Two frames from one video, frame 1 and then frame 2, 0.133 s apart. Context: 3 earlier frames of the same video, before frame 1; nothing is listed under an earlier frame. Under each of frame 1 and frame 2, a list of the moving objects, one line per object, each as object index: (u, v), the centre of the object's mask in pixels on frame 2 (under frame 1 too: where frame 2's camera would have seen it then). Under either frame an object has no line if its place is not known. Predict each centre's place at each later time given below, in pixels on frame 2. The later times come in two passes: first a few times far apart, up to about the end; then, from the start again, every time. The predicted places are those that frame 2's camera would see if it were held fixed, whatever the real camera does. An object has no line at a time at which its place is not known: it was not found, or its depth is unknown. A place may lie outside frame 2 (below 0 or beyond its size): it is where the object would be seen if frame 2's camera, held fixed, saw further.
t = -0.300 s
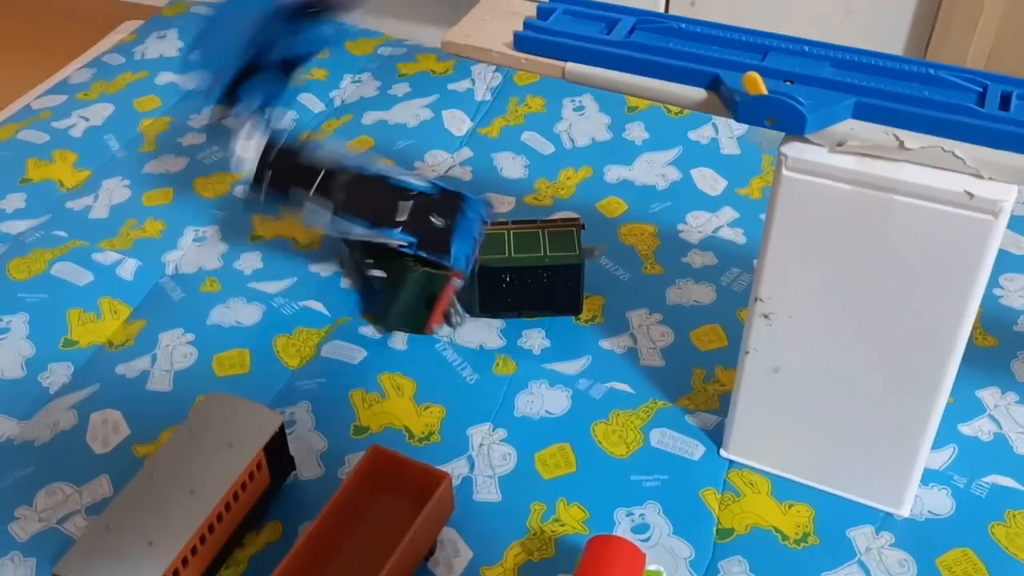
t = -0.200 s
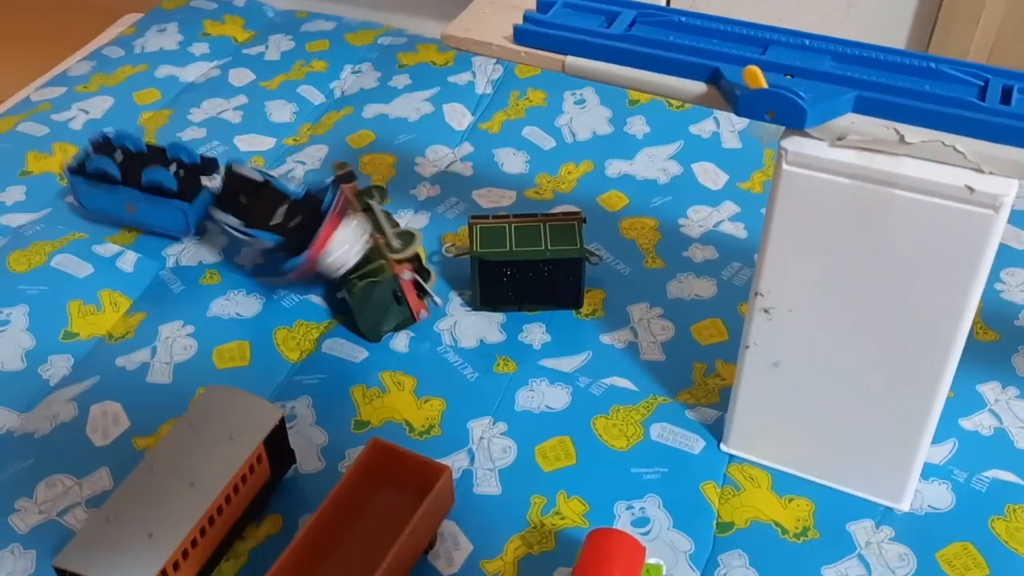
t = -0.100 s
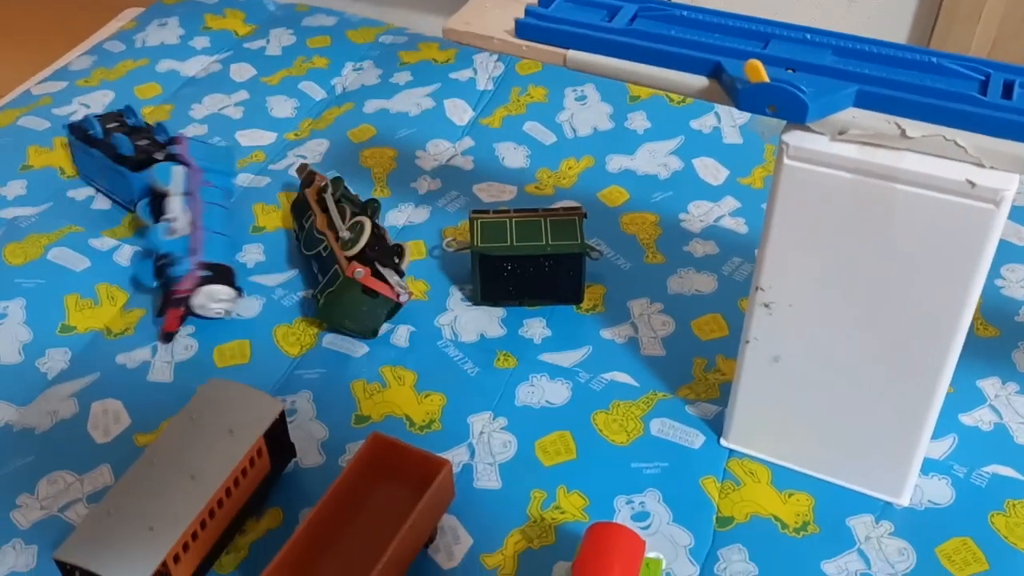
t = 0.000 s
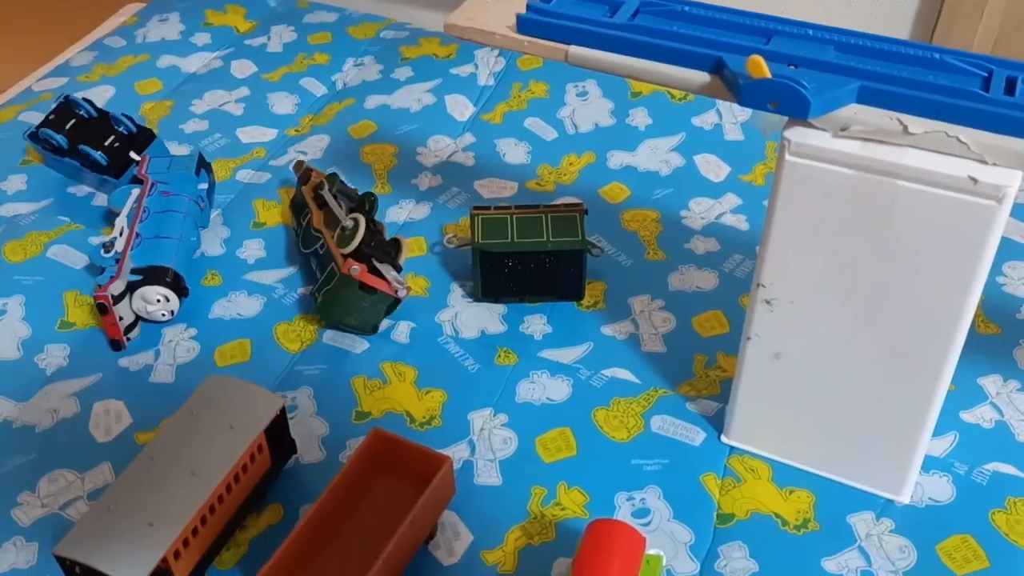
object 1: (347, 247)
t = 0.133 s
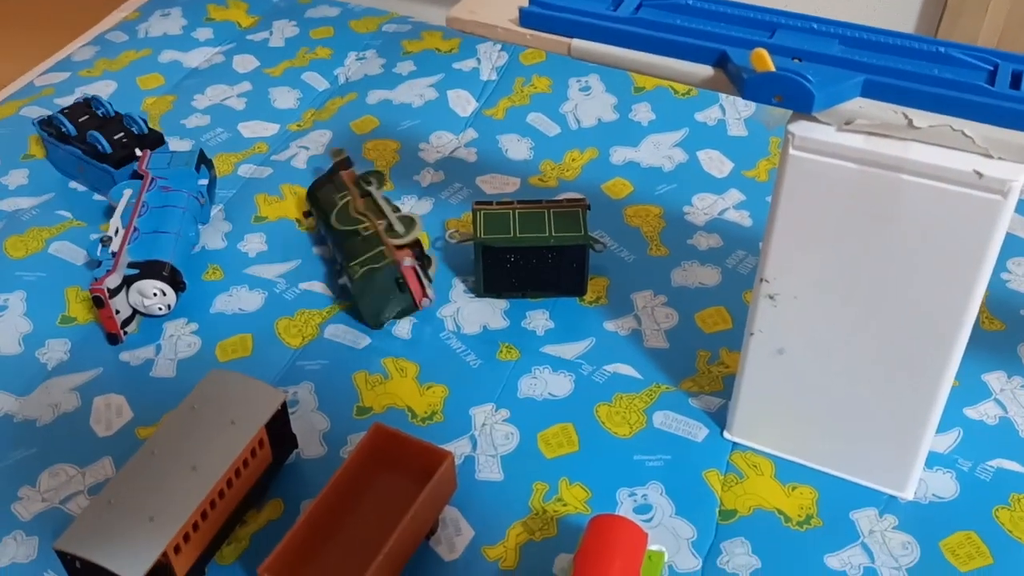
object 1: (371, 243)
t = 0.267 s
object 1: (386, 237)
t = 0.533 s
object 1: (387, 236)
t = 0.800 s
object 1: (386, 236)
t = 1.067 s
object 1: (386, 236)
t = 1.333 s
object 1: (386, 237)
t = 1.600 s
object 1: (386, 237)
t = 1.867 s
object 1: (387, 236)
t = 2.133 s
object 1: (387, 236)
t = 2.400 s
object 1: (386, 236)
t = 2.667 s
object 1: (386, 236)
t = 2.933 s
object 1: (386, 236)
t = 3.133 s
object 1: (387, 235)
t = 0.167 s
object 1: (381, 241)
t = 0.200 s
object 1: (388, 234)
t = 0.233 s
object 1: (390, 236)
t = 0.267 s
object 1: (386, 237)
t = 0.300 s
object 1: (384, 237)
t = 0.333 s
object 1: (384, 236)
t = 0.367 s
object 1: (388, 235)
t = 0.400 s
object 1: (389, 234)
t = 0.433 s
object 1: (387, 236)
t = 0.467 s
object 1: (385, 237)
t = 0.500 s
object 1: (386, 237)
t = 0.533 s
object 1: (387, 236)
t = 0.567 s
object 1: (386, 237)
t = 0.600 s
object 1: (385, 237)
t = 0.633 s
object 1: (386, 236)
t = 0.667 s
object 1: (386, 236)
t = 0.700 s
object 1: (386, 236)
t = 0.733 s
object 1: (387, 235)
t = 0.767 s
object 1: (386, 236)
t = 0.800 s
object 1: (386, 236)
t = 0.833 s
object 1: (386, 236)
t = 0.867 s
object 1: (386, 237)
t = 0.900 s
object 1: (386, 237)
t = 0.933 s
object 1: (386, 237)
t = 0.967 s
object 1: (385, 237)
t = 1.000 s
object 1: (385, 237)
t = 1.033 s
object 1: (386, 236)
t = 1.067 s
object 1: (386, 236)
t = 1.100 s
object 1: (386, 236)
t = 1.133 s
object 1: (386, 236)
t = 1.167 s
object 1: (385, 237)
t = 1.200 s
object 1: (386, 237)
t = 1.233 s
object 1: (385, 237)
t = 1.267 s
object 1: (385, 238)
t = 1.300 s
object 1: (386, 236)
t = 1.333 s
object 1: (386, 237)
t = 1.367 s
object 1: (386, 236)
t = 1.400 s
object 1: (387, 236)
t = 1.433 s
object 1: (387, 236)
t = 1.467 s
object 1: (387, 236)
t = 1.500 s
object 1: (387, 236)
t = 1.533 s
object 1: (386, 236)
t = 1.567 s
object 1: (387, 237)
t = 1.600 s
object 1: (386, 237)
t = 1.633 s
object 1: (386, 237)
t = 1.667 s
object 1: (386, 236)
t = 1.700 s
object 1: (387, 236)
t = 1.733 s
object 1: (387, 236)
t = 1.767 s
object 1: (387, 236)
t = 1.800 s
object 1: (387, 236)
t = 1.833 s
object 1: (387, 236)
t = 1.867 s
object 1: (387, 236)
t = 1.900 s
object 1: (387, 236)
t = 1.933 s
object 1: (386, 237)
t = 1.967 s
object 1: (386, 236)
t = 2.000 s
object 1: (386, 236)
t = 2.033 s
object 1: (386, 236)
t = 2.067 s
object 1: (387, 236)
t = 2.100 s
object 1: (387, 236)
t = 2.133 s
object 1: (387, 236)
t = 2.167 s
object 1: (387, 236)
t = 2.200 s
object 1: (386, 236)
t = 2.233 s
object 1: (386, 236)
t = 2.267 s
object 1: (386, 236)
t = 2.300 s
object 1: (386, 236)
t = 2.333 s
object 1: (386, 236)
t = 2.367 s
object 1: (386, 236)
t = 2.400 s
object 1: (386, 236)
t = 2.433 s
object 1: (387, 236)
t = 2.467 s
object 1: (387, 236)
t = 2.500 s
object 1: (386, 236)
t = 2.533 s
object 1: (386, 236)
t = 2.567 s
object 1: (386, 236)
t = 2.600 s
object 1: (386, 236)
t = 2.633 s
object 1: (386, 236)
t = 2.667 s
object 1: (386, 236)
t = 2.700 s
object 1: (386, 236)
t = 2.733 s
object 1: (386, 236)
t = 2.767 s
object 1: (387, 236)
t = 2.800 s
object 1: (387, 236)
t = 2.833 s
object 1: (387, 236)
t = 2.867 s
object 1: (387, 236)
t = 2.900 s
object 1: (386, 236)
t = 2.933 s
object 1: (386, 236)
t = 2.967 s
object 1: (386, 236)
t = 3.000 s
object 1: (386, 236)
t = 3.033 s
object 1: (385, 236)
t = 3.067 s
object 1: (386, 236)
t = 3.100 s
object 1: (387, 235)
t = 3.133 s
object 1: (387, 235)
